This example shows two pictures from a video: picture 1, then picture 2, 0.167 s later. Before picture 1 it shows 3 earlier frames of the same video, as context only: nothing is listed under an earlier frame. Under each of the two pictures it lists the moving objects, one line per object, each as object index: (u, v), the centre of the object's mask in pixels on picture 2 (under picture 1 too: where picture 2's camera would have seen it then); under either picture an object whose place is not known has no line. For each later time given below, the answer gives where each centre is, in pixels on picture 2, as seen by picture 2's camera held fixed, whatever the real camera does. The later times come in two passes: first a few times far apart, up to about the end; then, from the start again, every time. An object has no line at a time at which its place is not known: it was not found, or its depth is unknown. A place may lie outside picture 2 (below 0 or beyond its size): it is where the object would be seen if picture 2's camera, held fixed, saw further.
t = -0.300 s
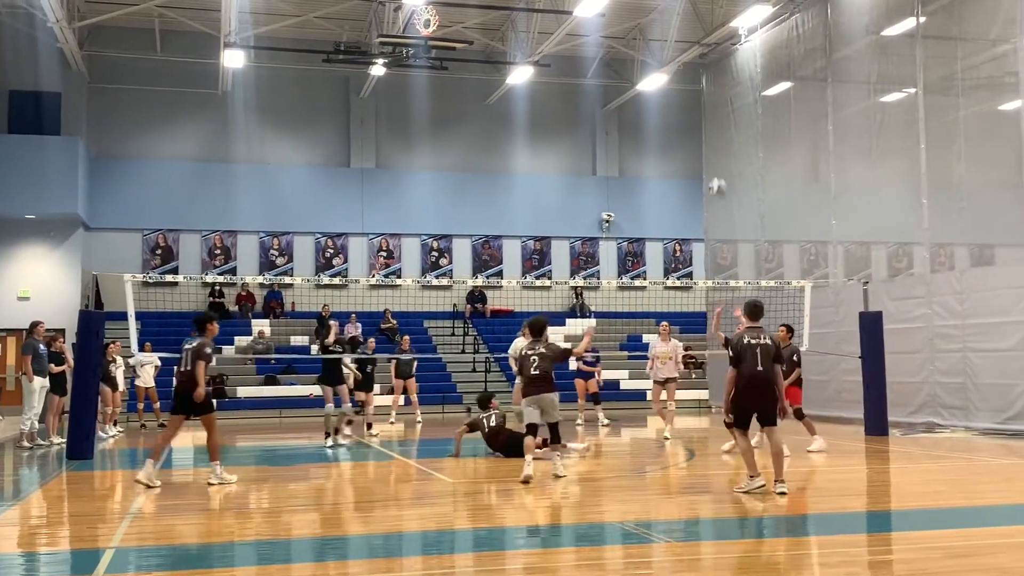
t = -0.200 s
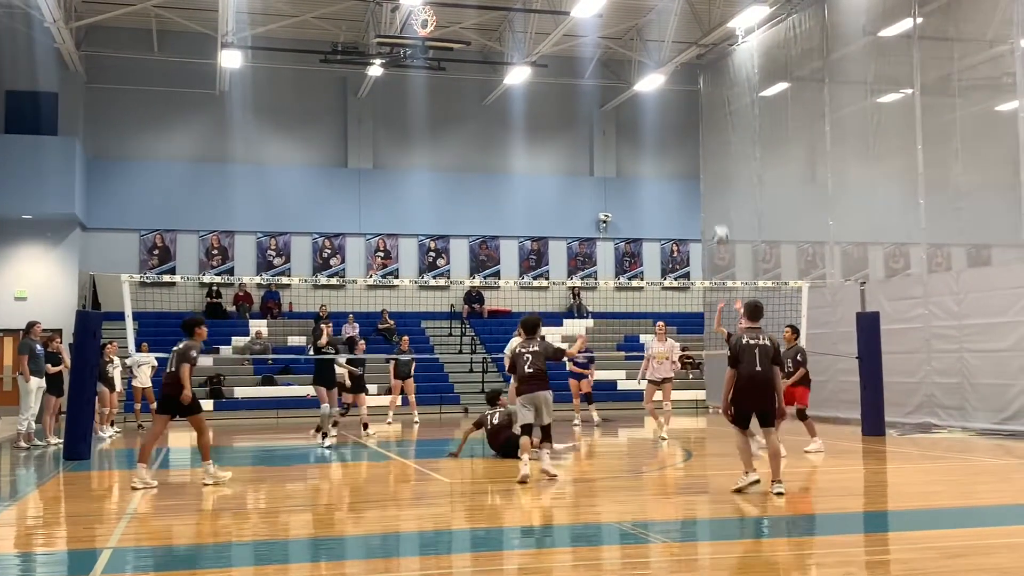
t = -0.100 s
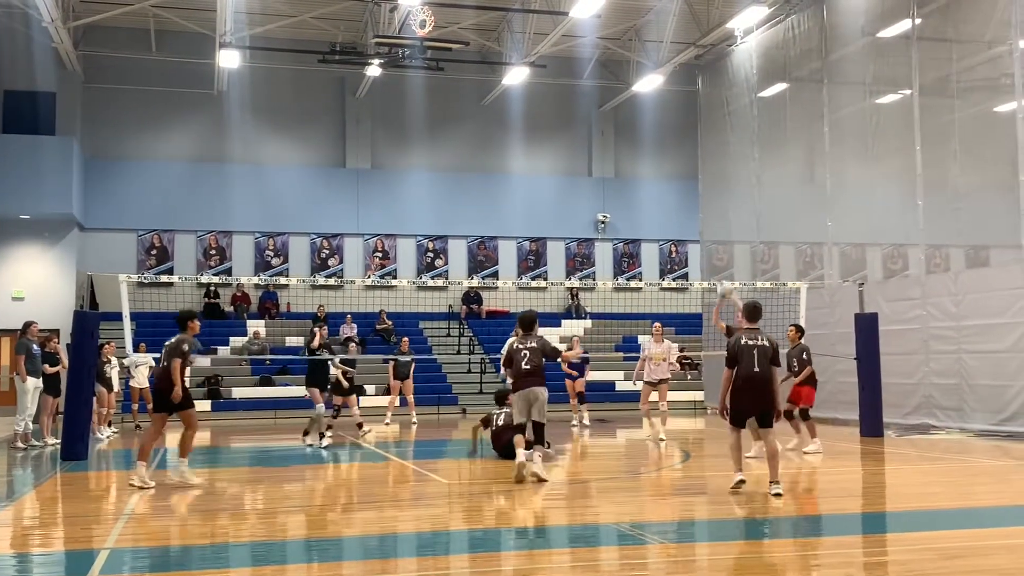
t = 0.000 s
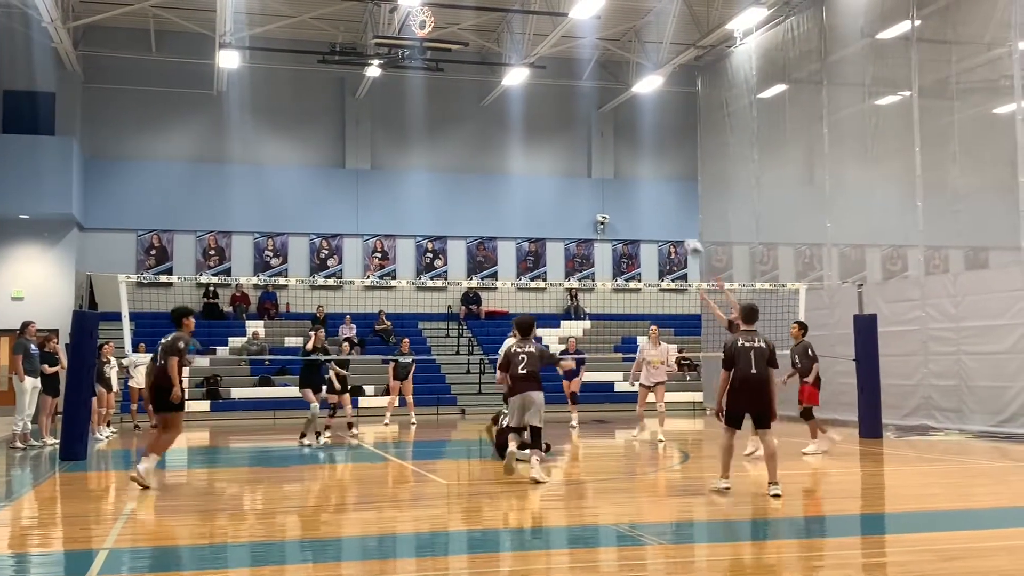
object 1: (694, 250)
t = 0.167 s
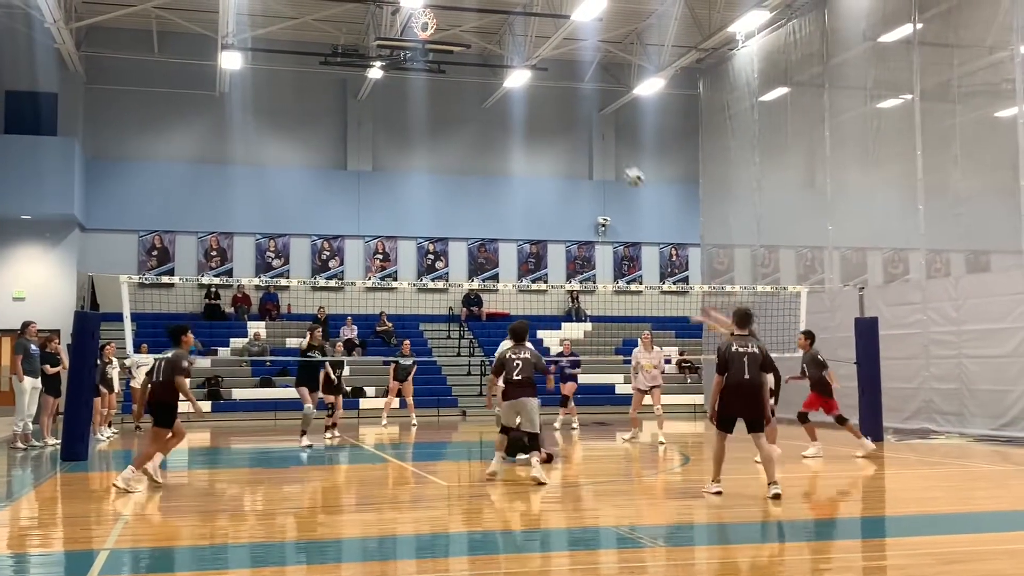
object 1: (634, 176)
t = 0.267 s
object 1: (599, 144)
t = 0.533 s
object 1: (508, 99)
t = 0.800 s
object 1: (421, 113)
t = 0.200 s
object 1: (622, 164)
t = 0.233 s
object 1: (610, 154)
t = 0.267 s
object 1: (599, 144)
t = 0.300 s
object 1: (587, 135)
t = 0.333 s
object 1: (575, 127)
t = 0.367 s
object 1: (564, 121)
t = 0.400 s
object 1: (553, 115)
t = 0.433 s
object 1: (541, 110)
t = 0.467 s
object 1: (530, 106)
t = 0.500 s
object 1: (519, 101)
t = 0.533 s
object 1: (508, 99)
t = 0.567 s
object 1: (497, 98)
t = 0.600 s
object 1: (486, 97)
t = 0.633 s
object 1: (475, 98)
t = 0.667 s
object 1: (464, 100)
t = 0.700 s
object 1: (453, 102)
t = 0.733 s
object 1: (442, 104)
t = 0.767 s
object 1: (430, 108)
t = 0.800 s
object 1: (421, 113)
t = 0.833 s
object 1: (409, 119)
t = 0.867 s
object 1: (398, 126)
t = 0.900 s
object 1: (388, 133)
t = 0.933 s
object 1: (377, 142)
